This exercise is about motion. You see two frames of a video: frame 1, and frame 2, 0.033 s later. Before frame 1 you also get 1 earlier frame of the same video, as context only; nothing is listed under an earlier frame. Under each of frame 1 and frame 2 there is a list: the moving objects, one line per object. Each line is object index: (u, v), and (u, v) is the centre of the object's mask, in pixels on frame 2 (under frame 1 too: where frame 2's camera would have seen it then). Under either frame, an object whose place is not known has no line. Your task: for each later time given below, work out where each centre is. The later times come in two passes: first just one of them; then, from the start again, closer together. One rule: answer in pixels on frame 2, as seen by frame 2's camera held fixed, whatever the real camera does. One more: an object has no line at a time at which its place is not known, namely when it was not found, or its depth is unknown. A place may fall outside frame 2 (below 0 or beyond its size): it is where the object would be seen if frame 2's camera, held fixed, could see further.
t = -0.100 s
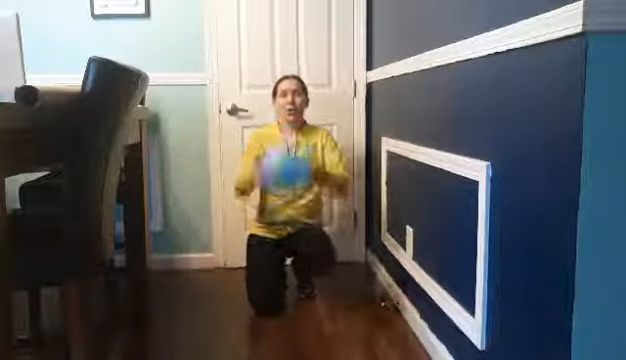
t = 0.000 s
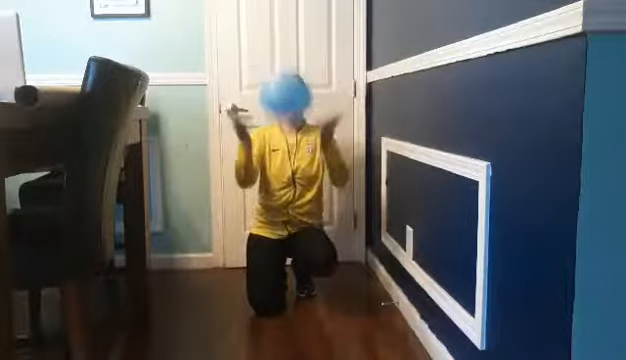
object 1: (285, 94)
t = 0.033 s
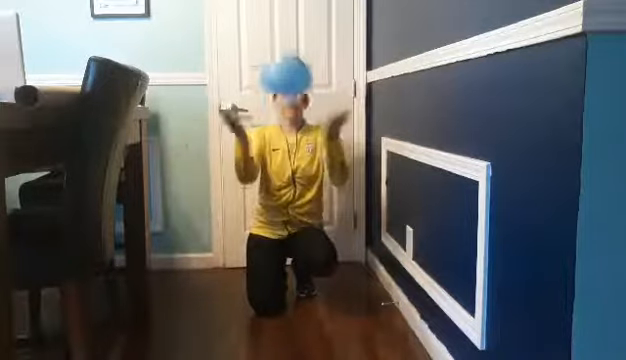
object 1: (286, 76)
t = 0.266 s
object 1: (283, 9)
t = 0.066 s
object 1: (286, 58)
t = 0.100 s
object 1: (286, 43)
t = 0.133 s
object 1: (286, 31)
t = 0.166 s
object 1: (285, 20)
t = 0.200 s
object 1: (284, 14)
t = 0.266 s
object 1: (283, 9)
